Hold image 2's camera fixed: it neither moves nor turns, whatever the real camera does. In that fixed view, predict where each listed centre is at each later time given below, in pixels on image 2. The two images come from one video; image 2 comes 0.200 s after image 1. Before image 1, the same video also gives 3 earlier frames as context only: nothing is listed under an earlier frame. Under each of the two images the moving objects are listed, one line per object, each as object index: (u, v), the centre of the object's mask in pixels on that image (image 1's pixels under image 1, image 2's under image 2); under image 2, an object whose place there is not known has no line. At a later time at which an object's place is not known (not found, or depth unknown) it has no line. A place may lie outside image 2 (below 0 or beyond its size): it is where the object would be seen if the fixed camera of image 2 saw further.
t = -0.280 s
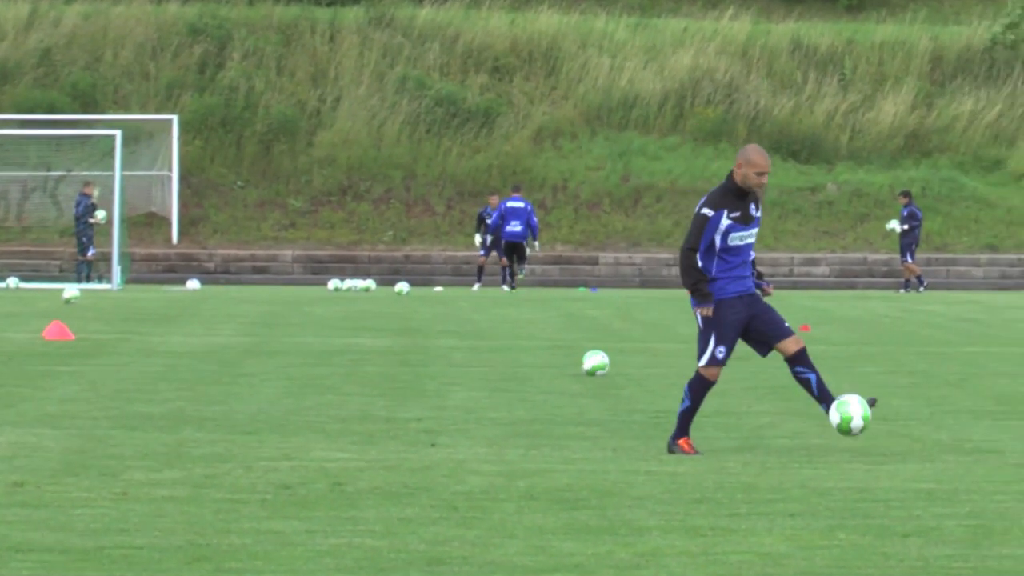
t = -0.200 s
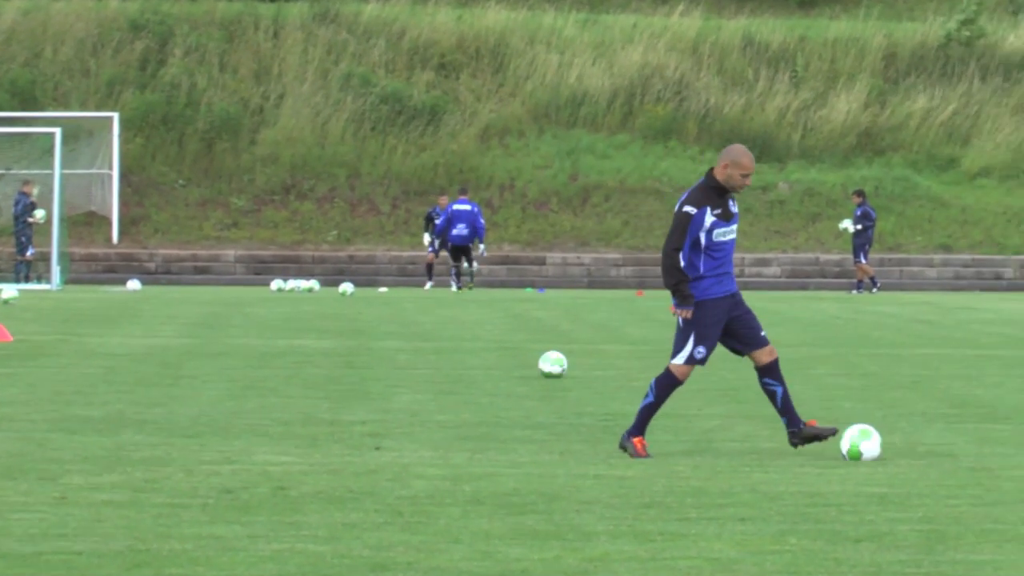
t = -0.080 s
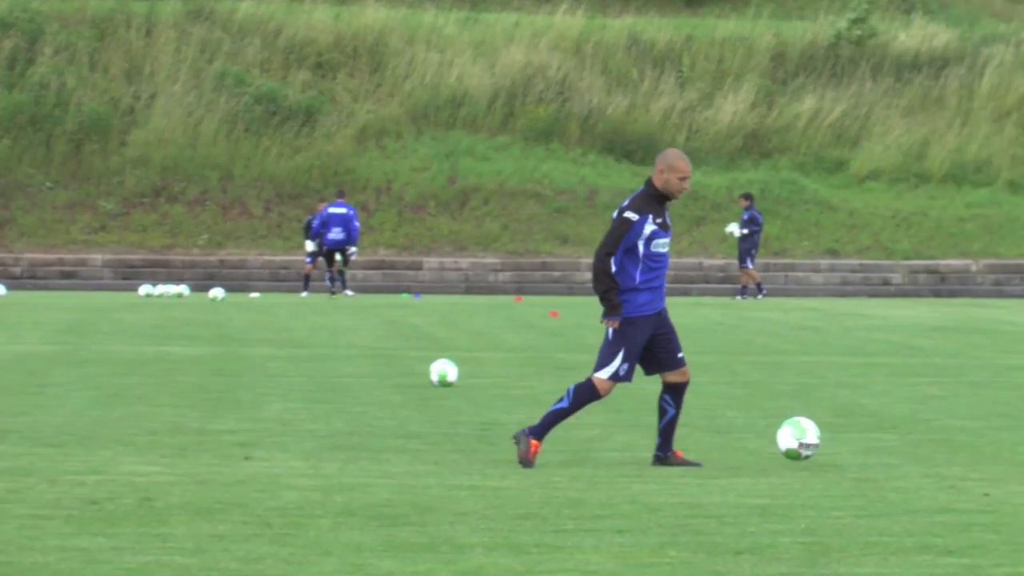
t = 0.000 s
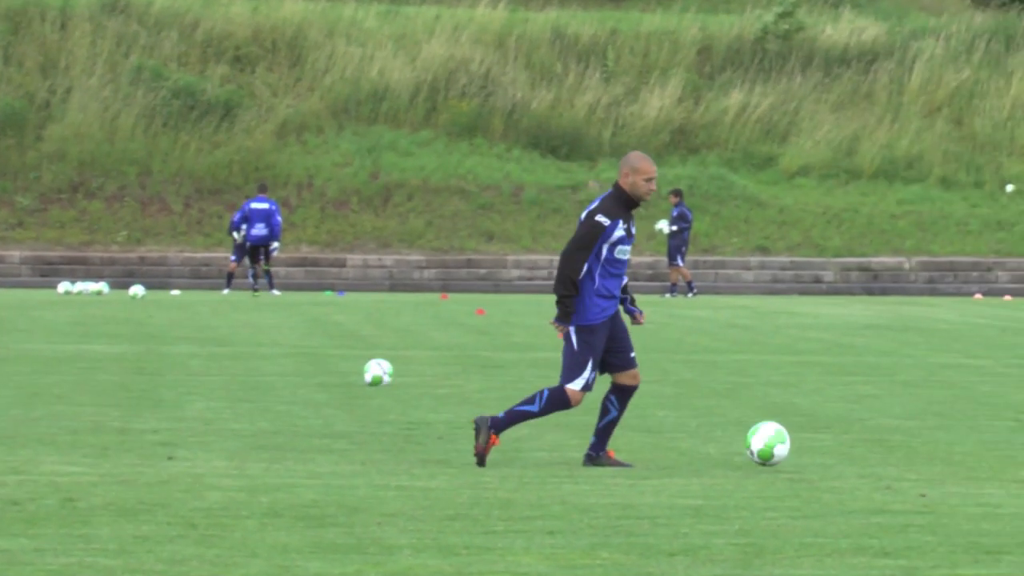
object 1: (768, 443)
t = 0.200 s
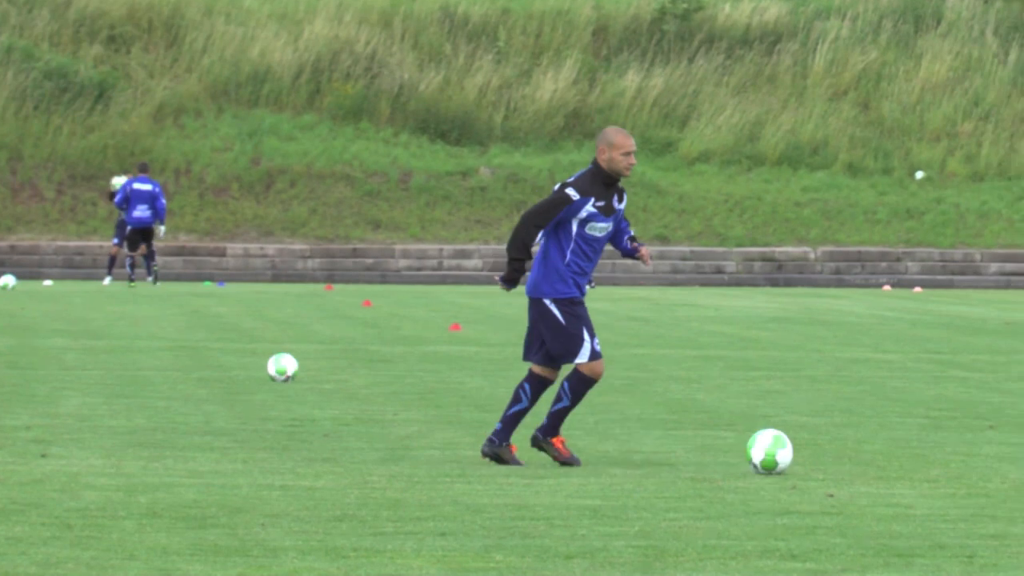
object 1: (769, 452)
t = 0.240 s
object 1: (790, 455)
